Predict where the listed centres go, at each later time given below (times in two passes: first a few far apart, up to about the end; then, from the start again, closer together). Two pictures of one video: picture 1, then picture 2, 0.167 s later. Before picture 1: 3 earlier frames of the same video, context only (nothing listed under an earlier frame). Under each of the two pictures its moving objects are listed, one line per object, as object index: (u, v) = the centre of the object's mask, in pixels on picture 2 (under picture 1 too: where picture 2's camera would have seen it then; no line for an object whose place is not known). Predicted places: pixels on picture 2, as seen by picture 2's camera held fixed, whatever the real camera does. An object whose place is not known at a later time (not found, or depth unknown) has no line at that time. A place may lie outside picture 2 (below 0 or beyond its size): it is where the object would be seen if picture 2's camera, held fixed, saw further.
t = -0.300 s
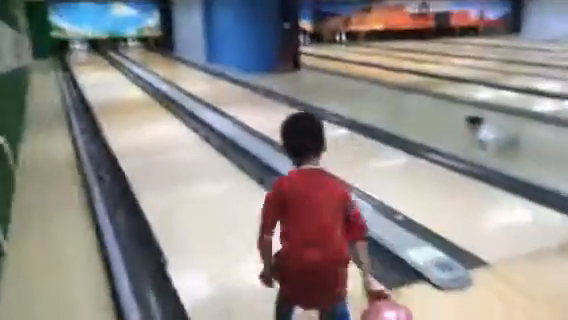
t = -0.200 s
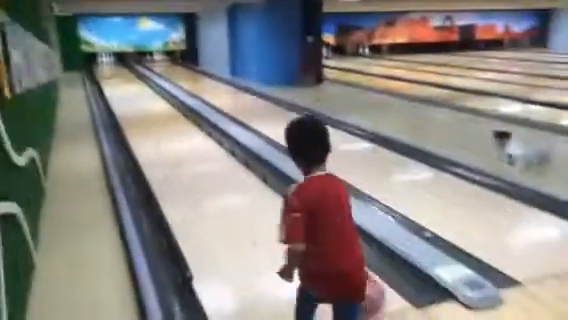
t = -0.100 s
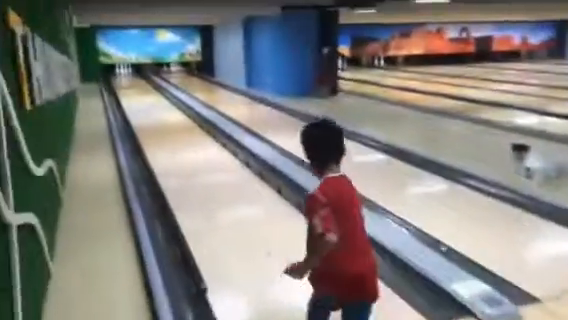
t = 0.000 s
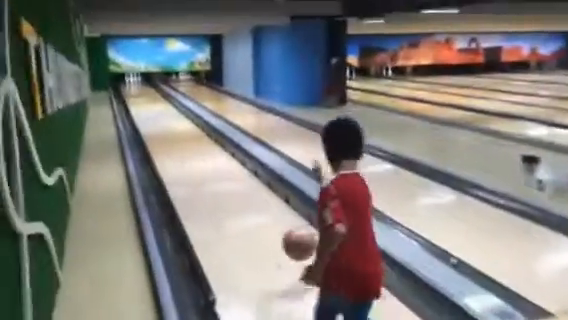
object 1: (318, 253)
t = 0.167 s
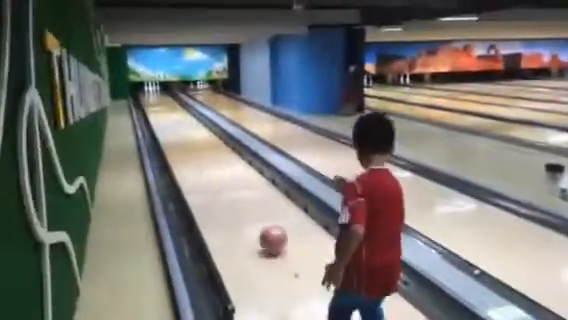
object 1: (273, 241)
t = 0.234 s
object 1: (260, 226)
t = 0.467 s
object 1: (224, 195)
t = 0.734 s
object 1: (199, 170)
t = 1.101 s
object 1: (175, 145)
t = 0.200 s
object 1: (265, 232)
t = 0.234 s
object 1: (260, 226)
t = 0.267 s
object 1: (253, 221)
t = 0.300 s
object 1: (248, 217)
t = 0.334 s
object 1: (242, 212)
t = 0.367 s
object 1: (238, 207)
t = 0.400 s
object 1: (233, 203)
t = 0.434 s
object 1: (229, 199)
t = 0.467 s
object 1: (224, 195)
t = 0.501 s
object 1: (221, 192)
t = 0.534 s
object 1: (217, 188)
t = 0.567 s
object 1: (213, 185)
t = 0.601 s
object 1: (210, 182)
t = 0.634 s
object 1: (207, 179)
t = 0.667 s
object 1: (204, 175)
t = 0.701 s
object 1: (201, 173)
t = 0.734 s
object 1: (199, 170)
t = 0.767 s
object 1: (196, 167)
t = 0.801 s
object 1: (194, 165)
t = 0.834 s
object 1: (190, 164)
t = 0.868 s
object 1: (188, 160)
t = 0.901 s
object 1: (186, 158)
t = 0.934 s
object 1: (184, 156)
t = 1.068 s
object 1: (176, 148)
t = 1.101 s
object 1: (175, 145)
